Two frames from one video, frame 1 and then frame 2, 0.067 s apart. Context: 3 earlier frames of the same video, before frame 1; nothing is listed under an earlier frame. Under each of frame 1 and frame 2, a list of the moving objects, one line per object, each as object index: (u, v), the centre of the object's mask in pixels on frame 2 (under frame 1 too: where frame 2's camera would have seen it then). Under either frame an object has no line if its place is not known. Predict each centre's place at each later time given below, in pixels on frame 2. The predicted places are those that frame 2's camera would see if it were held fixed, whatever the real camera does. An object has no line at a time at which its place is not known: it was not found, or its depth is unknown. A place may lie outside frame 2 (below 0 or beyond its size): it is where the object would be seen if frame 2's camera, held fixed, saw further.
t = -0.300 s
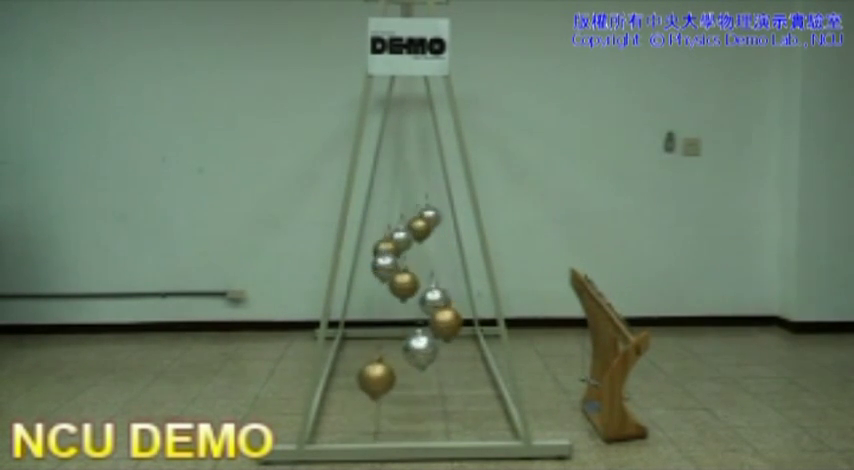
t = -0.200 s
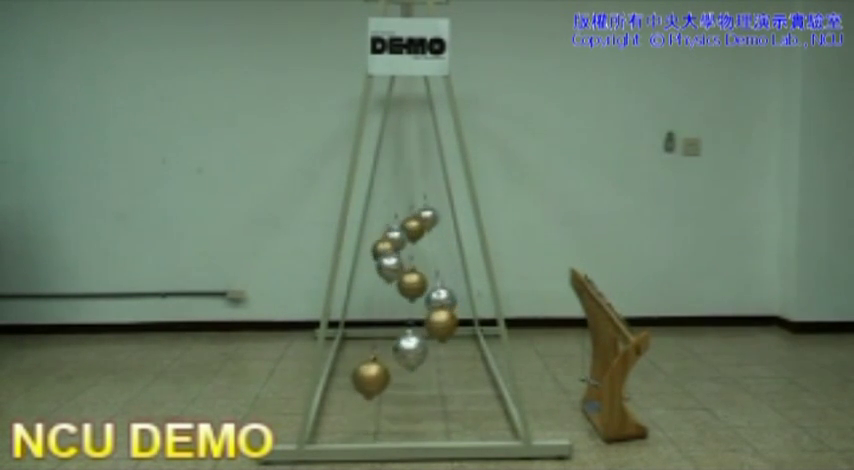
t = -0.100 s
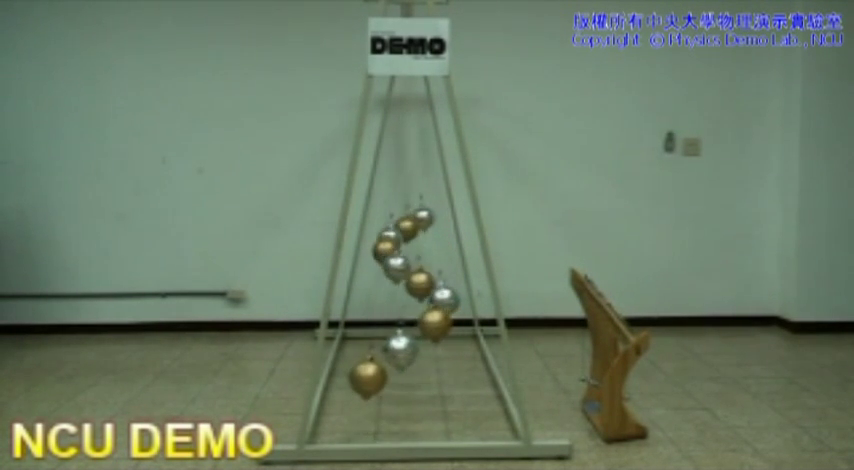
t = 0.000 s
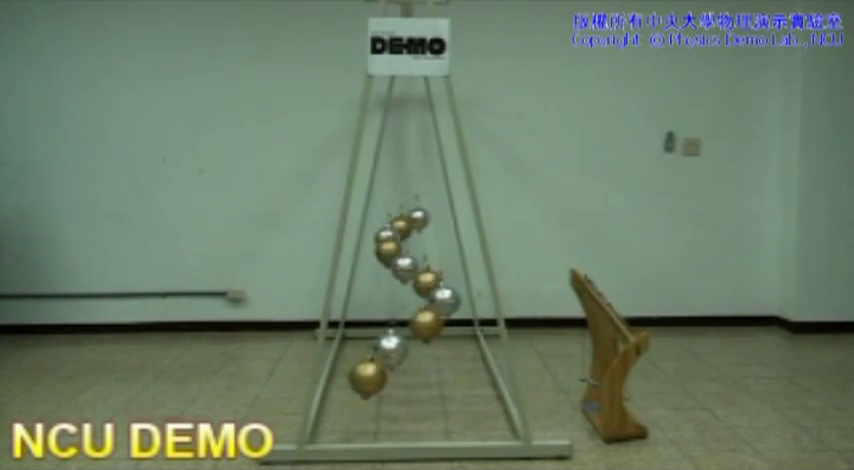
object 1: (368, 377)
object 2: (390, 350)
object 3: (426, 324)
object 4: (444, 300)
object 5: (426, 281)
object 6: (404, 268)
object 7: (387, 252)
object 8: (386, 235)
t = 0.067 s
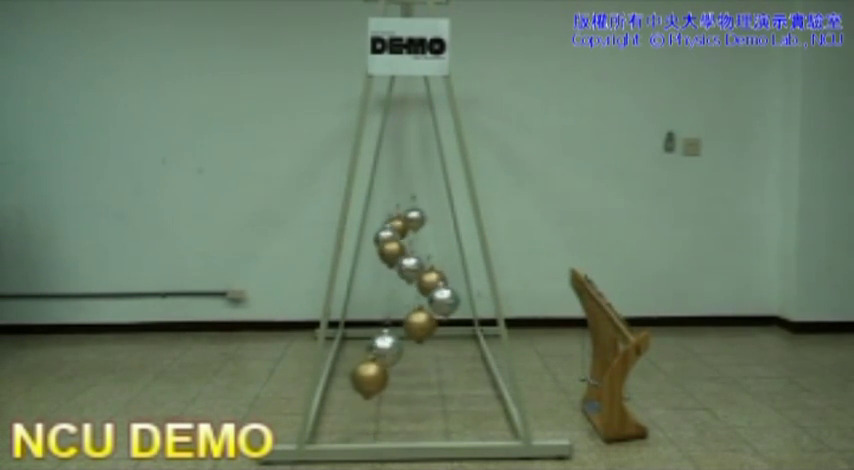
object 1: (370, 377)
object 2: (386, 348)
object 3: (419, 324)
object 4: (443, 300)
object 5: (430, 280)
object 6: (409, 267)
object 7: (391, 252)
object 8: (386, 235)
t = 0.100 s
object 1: (370, 377)
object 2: (384, 347)
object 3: (416, 324)
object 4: (442, 300)
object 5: (432, 280)
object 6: (412, 267)
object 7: (392, 252)
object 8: (385, 236)
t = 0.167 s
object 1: (373, 377)
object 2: (379, 347)
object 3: (410, 324)
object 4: (440, 300)
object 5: (436, 279)
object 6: (417, 266)
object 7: (397, 252)
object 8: (386, 236)
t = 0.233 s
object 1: (378, 378)
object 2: (375, 347)
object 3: (404, 324)
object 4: (436, 301)
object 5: (440, 278)
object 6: (422, 266)
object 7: (401, 252)
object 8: (387, 238)
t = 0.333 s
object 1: (386, 379)
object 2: (374, 348)
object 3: (395, 324)
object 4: (430, 301)
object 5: (443, 281)
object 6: (429, 265)
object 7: (409, 252)
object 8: (392, 239)
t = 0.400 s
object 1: (392, 378)
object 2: (373, 349)
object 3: (390, 322)
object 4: (425, 301)
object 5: (441, 282)
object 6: (433, 263)
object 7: (414, 252)
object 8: (396, 239)
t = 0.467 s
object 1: (399, 379)
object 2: (373, 348)
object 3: (386, 321)
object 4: (418, 302)
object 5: (439, 282)
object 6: (436, 262)
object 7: (418, 251)
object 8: (400, 239)
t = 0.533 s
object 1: (407, 379)
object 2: (375, 348)
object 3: (381, 320)
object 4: (412, 302)
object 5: (437, 283)
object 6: (438, 262)
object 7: (421, 250)
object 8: (405, 240)
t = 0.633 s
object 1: (418, 378)
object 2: (379, 348)
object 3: (376, 319)
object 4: (403, 302)
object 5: (431, 284)
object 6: (440, 263)
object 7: (427, 248)
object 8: (412, 238)
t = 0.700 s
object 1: (425, 378)
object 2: (384, 349)
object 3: (374, 320)
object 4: (398, 302)
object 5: (427, 283)
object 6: (439, 264)
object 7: (430, 247)
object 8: (416, 238)
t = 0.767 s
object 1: (432, 377)
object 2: (389, 349)
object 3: (374, 322)
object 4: (393, 301)
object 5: (422, 283)
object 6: (437, 265)
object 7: (434, 246)
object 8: (419, 237)
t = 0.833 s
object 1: (438, 378)
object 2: (394, 350)
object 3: (376, 322)
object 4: (389, 300)
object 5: (417, 283)
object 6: (434, 266)
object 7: (436, 247)
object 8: (423, 235)
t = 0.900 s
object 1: (443, 377)
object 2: (401, 350)
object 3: (377, 323)
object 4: (384, 299)
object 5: (411, 283)
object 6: (431, 266)
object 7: (436, 248)
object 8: (427, 235)
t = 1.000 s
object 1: (449, 376)
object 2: (411, 349)
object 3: (383, 323)
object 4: (378, 298)
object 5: (403, 283)
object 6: (424, 266)
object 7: (437, 248)
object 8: (432, 234)
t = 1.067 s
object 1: (452, 376)
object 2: (418, 349)
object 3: (388, 323)
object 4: (376, 299)
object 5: (398, 283)
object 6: (419, 266)
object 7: (434, 250)
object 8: (434, 234)
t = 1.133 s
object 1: (453, 376)
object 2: (424, 349)
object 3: (393, 323)
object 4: (377, 299)
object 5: (395, 282)
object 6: (413, 266)
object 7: (430, 251)
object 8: (435, 235)
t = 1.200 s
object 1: (454, 376)
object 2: (432, 349)
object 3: (398, 323)
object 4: (378, 300)
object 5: (391, 280)
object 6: (408, 267)
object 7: (426, 251)
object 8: (435, 236)
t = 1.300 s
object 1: (452, 377)
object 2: (438, 347)
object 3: (409, 324)
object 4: (381, 301)
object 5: (385, 279)
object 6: (400, 265)
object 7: (420, 251)
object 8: (432, 237)
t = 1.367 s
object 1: (449, 376)
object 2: (442, 346)
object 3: (415, 324)
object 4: (384, 301)
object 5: (382, 280)
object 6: (396, 265)
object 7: (414, 251)
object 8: (428, 238)
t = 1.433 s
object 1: (446, 377)
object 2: (446, 345)
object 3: (421, 324)
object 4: (388, 301)
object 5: (380, 280)
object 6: (392, 264)
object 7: (410, 251)
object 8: (425, 238)
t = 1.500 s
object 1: (441, 376)
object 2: (448, 346)
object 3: (427, 323)
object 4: (393, 301)
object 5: (379, 281)
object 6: (388, 262)
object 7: (405, 250)
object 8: (420, 238)
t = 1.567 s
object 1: (435, 377)
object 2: (449, 347)
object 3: (431, 322)
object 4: (399, 302)
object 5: (382, 282)
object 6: (385, 262)
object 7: (401, 249)
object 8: (416, 239)
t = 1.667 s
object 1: (425, 378)
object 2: (449, 347)
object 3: (438, 320)
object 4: (408, 302)
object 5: (386, 283)
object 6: (382, 262)
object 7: (395, 248)
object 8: (409, 238)
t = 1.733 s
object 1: (418, 378)
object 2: (447, 348)
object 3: (442, 319)
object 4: (414, 302)
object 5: (390, 284)
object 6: (381, 263)
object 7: (391, 248)
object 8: (405, 238)
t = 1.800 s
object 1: (411, 379)
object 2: (444, 348)
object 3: (445, 319)
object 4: (420, 301)
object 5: (393, 283)
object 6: (382, 264)
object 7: (388, 247)
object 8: (402, 237)
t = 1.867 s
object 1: (403, 379)
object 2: (440, 348)
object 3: (447, 319)
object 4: (424, 301)
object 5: (398, 283)
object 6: (384, 265)
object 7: (385, 247)
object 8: (397, 236)
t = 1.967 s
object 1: (393, 378)
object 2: (433, 349)
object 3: (447, 321)
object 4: (432, 299)
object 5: (406, 284)
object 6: (390, 266)
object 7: (384, 247)
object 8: (392, 235)
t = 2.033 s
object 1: (386, 378)
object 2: (426, 349)
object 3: (446, 322)
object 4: (437, 298)
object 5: (411, 283)
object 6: (394, 266)
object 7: (384, 248)
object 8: (389, 234)
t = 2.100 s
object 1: (381, 378)
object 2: (420, 349)
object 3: (443, 322)
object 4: (440, 297)
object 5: (417, 283)
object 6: (399, 266)
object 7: (386, 249)
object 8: (387, 235)
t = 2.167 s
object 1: (376, 378)
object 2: (413, 349)
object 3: (439, 323)
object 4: (443, 297)
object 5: (422, 283)
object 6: (403, 267)
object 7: (388, 249)
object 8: (386, 235)
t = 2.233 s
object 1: (372, 377)
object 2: (407, 349)
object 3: (435, 323)
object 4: (444, 298)
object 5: (425, 282)
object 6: (409, 266)
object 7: (392, 250)
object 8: (387, 236)
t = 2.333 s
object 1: (369, 377)
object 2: (397, 349)
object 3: (427, 323)
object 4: (443, 299)
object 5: (430, 279)
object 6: (416, 266)
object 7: (400, 251)
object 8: (387, 237)
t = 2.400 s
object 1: (368, 377)
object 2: (391, 349)
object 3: (420, 324)
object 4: (442, 301)
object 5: (435, 279)
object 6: (421, 265)
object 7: (404, 251)
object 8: (390, 238)
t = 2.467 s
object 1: (368, 377)
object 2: (386, 348)
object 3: (414, 324)
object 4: (439, 301)
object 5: (438, 279)
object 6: (425, 264)
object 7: (409, 251)
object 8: (394, 239)
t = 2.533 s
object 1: (370, 377)
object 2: (382, 347)
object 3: (408, 324)
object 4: (436, 302)
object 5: (440, 279)
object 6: (430, 264)
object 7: (414, 251)
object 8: (398, 238)
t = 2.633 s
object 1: (374, 377)
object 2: (376, 347)
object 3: (399, 324)
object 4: (428, 301)
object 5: (441, 280)
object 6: (434, 263)
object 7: (419, 250)
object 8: (405, 238)
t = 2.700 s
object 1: (379, 378)
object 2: (373, 347)
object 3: (393, 323)
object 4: (423, 301)
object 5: (440, 281)
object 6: (437, 262)
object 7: (423, 249)
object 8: (410, 238)
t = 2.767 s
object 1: (384, 378)
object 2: (373, 347)
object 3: (389, 322)
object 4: (417, 301)
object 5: (437, 282)
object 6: (439, 262)
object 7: (427, 248)
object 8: (414, 237)
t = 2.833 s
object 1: (390, 378)
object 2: (373, 348)
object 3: (385, 321)
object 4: (411, 302)
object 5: (433, 283)
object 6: (439, 262)
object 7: (430, 247)
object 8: (418, 237)
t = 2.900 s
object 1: (397, 378)
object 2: (374, 349)
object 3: (380, 320)
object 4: (405, 302)
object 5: (429, 283)
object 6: (439, 263)
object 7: (433, 246)
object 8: (422, 236)
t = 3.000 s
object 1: (408, 379)
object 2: (378, 349)
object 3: (375, 319)
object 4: (397, 302)
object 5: (422, 283)
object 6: (435, 264)
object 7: (435, 247)
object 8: (428, 234)
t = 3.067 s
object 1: (415, 378)
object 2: (382, 349)
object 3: (374, 320)
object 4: (392, 301)
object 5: (417, 283)
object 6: (432, 264)
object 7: (436, 247)
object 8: (430, 234)
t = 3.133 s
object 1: (422, 378)
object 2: (387, 350)
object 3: (374, 320)
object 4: (388, 299)
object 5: (412, 283)
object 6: (427, 265)
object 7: (435, 248)
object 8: (433, 233)
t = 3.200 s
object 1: (429, 378)
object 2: (392, 350)
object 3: (376, 322)
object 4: (383, 299)
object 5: (407, 284)
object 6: (423, 265)
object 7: (433, 248)
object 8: (434, 234)
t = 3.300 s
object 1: (438, 377)
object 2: (402, 350)
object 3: (380, 323)
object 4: (379, 298)
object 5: (399, 283)
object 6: (415, 266)
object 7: (428, 249)
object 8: (435, 235)
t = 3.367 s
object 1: (443, 377)
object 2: (408, 349)
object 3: (384, 323)
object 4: (377, 298)
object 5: (395, 282)
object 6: (409, 265)
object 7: (425, 249)
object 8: (433, 236)
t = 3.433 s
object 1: (447, 377)
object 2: (415, 349)
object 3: (389, 323)
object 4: (377, 299)
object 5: (391, 281)
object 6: (405, 265)
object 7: (421, 250)
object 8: (430, 237)
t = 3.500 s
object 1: (451, 377)
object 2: (421, 349)
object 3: (395, 323)
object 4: (378, 300)
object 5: (387, 280)
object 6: (400, 264)
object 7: (415, 251)
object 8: (427, 237)
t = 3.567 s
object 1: (453, 376)
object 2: (428, 349)
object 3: (401, 324)
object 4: (380, 301)
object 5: (385, 279)
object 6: (395, 264)
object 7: (411, 250)
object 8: (423, 237)
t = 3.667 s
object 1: (453, 377)
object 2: (436, 347)
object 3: (411, 324)
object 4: (384, 301)
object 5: (381, 280)
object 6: (389, 263)
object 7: (404, 249)
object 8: (416, 237)
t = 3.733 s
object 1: (452, 377)
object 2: (440, 347)
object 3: (417, 324)
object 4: (389, 302)
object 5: (381, 280)
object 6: (386, 263)
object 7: (399, 249)
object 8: (411, 237)
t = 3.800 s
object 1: (450, 377)
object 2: (444, 346)
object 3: (423, 323)
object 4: (394, 302)
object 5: (381, 281)
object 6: (383, 263)
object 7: (395, 249)
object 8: (407, 237)
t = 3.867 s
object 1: (447, 377)
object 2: (447, 346)
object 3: (428, 322)
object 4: (400, 302)
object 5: (384, 282)
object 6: (382, 263)
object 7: (392, 248)
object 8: (402, 236)
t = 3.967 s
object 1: (440, 378)
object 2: (449, 346)
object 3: (435, 320)
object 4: (409, 302)
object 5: (389, 283)
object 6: (382, 263)
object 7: (387, 247)
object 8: (396, 236)
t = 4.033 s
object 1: (434, 377)
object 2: (449, 347)
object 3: (439, 319)
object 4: (415, 302)
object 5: (394, 284)
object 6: (383, 264)
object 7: (386, 247)
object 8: (393, 235)
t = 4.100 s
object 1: (427, 378)
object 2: (447, 348)
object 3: (443, 319)
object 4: (421, 301)
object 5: (398, 284)
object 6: (386, 265)
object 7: (384, 247)
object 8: (390, 235)
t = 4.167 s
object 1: (421, 379)
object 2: (445, 348)
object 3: (445, 318)
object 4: (424, 300)
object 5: (403, 283)
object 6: (390, 265)
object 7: (385, 248)
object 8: (388, 234)
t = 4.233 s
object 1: (413, 378)
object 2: (442, 348)
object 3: (446, 319)
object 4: (431, 299)
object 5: (409, 283)
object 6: (395, 265)
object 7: (386, 248)
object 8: (386, 234)
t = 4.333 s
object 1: (403, 379)
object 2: (435, 349)
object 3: (446, 320)
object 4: (437, 298)
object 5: (417, 283)
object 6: (402, 266)
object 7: (391, 249)
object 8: (386, 235)
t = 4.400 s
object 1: (396, 379)
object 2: (429, 349)
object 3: (445, 320)
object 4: (440, 297)
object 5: (421, 282)
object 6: (407, 265)
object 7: (394, 249)
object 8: (388, 236)
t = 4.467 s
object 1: (389, 378)
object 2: (423, 350)
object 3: (441, 322)
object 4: (442, 297)
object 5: (425, 281)
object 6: (412, 265)
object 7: (399, 249)
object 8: (389, 237)
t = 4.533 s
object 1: (383, 378)
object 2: (417, 349)
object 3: (437, 323)
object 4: (444, 297)
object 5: (429, 280)
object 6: (417, 265)
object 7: (404, 249)
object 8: (392, 237)
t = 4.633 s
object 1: (376, 378)
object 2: (407, 349)
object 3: (430, 322)
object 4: (443, 297)
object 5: (435, 279)
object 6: (423, 264)
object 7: (411, 249)
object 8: (399, 237)
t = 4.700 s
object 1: (372, 377)
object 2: (401, 349)
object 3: (424, 323)
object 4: (442, 300)
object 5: (438, 279)
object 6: (428, 263)
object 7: (416, 250)
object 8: (404, 236)
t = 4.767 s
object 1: (370, 377)
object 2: (395, 349)
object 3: (418, 324)
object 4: (438, 301)
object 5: (439, 279)
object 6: (432, 263)
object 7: (420, 249)
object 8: (408, 236)
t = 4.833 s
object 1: (369, 377)
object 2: (389, 348)
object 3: (412, 324)
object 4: (435, 301)
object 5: (440, 279)
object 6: (434, 262)
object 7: (424, 249)
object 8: (413, 236)
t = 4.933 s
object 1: (369, 377)
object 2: (382, 347)
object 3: (403, 324)
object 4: (427, 302)
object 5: (440, 280)
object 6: (437, 261)
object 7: (429, 248)
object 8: (420, 236)
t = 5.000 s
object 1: (371, 377)
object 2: (379, 346)
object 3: (397, 323)
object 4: (422, 302)
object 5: (436, 281)
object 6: (438, 262)
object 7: (431, 247)
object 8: (423, 235)
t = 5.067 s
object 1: (373, 378)
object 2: (375, 347)
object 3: (392, 322)
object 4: (416, 302)
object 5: (433, 283)
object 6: (438, 263)
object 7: (433, 246)
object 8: (427, 235)
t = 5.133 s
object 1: (377, 378)
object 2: (374, 347)
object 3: (387, 321)
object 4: (410, 302)
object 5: (429, 283)
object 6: (437, 263)
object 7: (434, 246)
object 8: (429, 234)
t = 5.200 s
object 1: (382, 379)
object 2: (373, 348)
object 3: (383, 321)
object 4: (404, 302)
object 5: (424, 283)
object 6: (435, 263)
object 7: (435, 247)
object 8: (432, 234)
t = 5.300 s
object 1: (391, 378)
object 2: (375, 348)
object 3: (378, 320)
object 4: (396, 301)
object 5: (417, 283)
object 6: (428, 264)
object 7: (434, 247)
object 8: (435, 234)
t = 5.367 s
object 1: (398, 379)
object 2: (378, 349)
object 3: (375, 320)
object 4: (391, 301)
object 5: (412, 283)
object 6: (423, 264)
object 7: (432, 248)
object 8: (434, 234)
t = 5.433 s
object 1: (405, 379)
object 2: (382, 350)
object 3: (375, 320)
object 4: (387, 300)
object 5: (407, 283)
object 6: (418, 264)
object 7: (428, 248)
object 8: (433, 235)
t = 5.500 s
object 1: (412, 379)
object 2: (385, 350)
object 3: (376, 320)
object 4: (383, 299)
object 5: (402, 283)
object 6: (413, 265)
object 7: (424, 248)
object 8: (431, 236)
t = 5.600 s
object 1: (423, 378)
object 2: (393, 350)
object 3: (378, 321)
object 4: (379, 298)
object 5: (395, 282)
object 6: (406, 264)
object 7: (418, 248)
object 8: (426, 237)
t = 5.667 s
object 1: (429, 378)
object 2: (399, 350)
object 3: (382, 322)
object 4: (378, 298)
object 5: (391, 281)
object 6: (401, 264)
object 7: (413, 249)
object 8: (421, 237)
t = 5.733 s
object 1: (436, 378)
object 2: (405, 350)
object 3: (387, 323)
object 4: (377, 299)
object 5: (388, 280)
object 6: (396, 264)
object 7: (409, 249)
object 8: (416, 237)
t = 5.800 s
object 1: (441, 377)
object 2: (412, 350)
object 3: (392, 324)
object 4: (378, 300)
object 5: (385, 280)
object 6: (391, 263)
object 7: (404, 249)
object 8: (412, 237)
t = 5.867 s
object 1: (446, 377)
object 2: (418, 349)
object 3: (398, 323)
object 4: (381, 300)
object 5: (383, 280)
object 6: (388, 262)
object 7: (400, 249)
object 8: (408, 236)
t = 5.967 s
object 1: (451, 377)
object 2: (428, 349)
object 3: (407, 324)
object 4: (387, 302)
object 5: (382, 280)
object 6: (384, 261)
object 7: (394, 248)
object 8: (401, 236)
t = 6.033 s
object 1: (451, 376)
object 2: (433, 348)
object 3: (413, 323)
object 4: (390, 302)
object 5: (383, 281)
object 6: (383, 262)
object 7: (391, 247)
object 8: (397, 235)
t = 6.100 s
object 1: (452, 376)
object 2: (438, 347)
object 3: (419, 322)
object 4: (396, 302)
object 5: (384, 281)
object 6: (382, 262)
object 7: (389, 246)
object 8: (393, 235)
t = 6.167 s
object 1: (452, 376)
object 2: (442, 346)
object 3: (424, 322)
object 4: (401, 302)
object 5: (387, 281)
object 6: (383, 262)
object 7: (387, 246)
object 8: (391, 235)
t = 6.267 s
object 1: (449, 376)
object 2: (446, 345)
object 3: (431, 320)
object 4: (410, 301)
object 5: (393, 282)
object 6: (386, 263)
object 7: (386, 247)
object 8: (388, 235)
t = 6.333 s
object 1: (446, 376)
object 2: (448, 345)
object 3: (436, 320)
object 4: (416, 301)
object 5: (398, 282)
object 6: (388, 263)
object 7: (386, 247)
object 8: (387, 235)
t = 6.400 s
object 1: (441, 377)
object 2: (449, 345)
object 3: (440, 319)
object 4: (420, 301)
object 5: (403, 283)
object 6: (393, 264)
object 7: (388, 247)
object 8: (387, 235)
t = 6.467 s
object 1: (436, 377)
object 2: (448, 346)
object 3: (443, 318)
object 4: (426, 300)
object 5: (409, 282)
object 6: (398, 264)
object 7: (391, 248)
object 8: (388, 235)
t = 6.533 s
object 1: (430, 377)
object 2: (446, 347)
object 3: (445, 319)
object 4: (430, 299)
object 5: (414, 282)
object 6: (403, 265)
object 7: (395, 248)
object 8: (389, 236)
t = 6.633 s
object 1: (420, 378)
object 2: (441, 348)
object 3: (446, 319)
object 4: (436, 298)
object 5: (421, 282)
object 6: (411, 264)
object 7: (401, 248)
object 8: (394, 236)
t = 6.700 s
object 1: (412, 378)
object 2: (437, 349)
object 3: (445, 319)
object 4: (440, 297)
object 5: (424, 282)
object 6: (416, 264)
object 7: (406, 248)
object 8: (398, 237)
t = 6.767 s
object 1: (406, 378)
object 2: (431, 349)
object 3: (443, 320)
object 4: (442, 297)
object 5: (428, 281)
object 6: (420, 264)
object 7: (410, 249)
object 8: (403, 237)
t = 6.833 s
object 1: (399, 378)
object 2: (425, 350)
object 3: (440, 321)
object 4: (443, 297)
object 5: (432, 280)
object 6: (425, 263)
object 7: (415, 248)
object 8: (407, 237)
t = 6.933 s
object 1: (389, 378)
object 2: (416, 350)
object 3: (433, 322)
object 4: (443, 298)
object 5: (437, 279)
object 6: (431, 263)
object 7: (421, 248)
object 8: (413, 236)
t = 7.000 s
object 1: (383, 378)
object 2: (409, 350)
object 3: (428, 323)
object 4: (441, 298)
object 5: (439, 279)
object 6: (434, 262)
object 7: (425, 247)
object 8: (417, 236)
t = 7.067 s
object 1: (378, 378)
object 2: (403, 350)
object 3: (421, 323)
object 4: (438, 300)
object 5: (439, 279)
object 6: (436, 262)
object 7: (428, 247)
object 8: (421, 236)
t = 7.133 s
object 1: (374, 378)
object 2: (397, 350)
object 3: (416, 323)
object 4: (434, 301)
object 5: (439, 280)
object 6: (437, 261)
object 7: (431, 246)
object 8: (425, 235)
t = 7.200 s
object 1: (371, 377)
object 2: (391, 349)
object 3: (410, 323)
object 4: (429, 301)
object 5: (438, 280)
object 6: (437, 261)
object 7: (432, 246)
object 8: (429, 235)
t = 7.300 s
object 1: (369, 377)
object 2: (384, 347)
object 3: (401, 322)
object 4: (420, 302)
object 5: (434, 281)
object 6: (436, 262)
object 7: (434, 247)
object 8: (433, 235)
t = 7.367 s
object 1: (369, 377)
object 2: (381, 347)
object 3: (395, 322)
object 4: (415, 302)
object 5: (430, 282)
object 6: (434, 262)
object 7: (433, 247)
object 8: (434, 234)
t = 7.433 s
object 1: (370, 377)
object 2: (377, 347)
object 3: (390, 321)
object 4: (409, 302)
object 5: (425, 282)
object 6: (430, 263)
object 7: (432, 247)
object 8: (434, 235)
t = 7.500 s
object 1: (373, 377)
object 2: (375, 346)
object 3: (386, 321)
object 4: (404, 301)
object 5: (420, 282)
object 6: (426, 263)
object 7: (430, 248)
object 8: (433, 235)
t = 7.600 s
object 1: (378, 378)
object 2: (373, 347)
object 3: (380, 320)
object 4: (396, 300)
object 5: (412, 283)
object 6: (419, 264)
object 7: (425, 248)
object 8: (430, 235)
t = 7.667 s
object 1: (383, 379)
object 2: (374, 347)
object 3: (378, 320)
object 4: (391, 300)
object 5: (407, 282)
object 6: (414, 264)
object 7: (421, 248)
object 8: (427, 236)
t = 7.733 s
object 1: (389, 379)
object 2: (376, 348)
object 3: (376, 320)
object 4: (387, 299)
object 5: (402, 282)
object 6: (409, 264)
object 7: (417, 248)
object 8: (422, 236)
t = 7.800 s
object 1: (395, 378)
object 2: (379, 348)
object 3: (376, 319)
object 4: (383, 298)
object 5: (398, 282)
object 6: (404, 263)
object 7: (413, 249)
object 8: (418, 236)
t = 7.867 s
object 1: (402, 379)
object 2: (384, 350)
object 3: (376, 320)
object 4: (381, 298)
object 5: (393, 282)
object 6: (399, 263)
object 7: (408, 249)
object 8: (414, 236)
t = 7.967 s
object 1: (413, 378)
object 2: (391, 349)
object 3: (379, 320)
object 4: (379, 298)
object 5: (388, 281)
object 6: (392, 262)
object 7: (401, 248)
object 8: (407, 236)
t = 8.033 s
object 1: (420, 378)
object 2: (396, 350)
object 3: (383, 321)
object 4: (378, 298)
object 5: (386, 281)
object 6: (388, 263)
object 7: (397, 248)
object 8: (403, 236)
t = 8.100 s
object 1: (427, 378)
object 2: (403, 350)
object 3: (388, 321)
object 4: (379, 299)
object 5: (384, 280)
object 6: (386, 262)
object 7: (393, 247)
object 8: (398, 235)
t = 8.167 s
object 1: (434, 378)
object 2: (410, 350)
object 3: (393, 322)
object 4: (382, 299)
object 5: (383, 279)
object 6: (384, 262)
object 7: (391, 247)
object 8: (395, 235)
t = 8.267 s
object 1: (441, 377)
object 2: (419, 349)
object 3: (402, 322)
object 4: (387, 300)
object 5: (383, 280)
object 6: (383, 262)
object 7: (388, 247)
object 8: (390, 234)
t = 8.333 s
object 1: (445, 377)
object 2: (425, 348)
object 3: (408, 322)
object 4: (392, 301)
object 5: (385, 281)
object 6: (383, 262)
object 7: (388, 247)
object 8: (388, 234)
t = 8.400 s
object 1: (449, 377)
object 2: (430, 348)
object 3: (414, 322)
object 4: (397, 301)
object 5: (388, 281)
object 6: (385, 263)
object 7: (387, 247)
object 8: (387, 235)
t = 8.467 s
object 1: (451, 376)
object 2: (435, 347)
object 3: (420, 321)
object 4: (403, 301)
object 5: (391, 281)
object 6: (387, 263)
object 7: (387, 247)
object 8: (388, 235)
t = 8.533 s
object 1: (452, 377)
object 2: (440, 347)
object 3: (426, 321)
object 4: (410, 301)
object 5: (395, 281)
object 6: (390, 263)
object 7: (389, 247)
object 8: (388, 235)
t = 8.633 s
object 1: (451, 376)
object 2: (444, 346)
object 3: (433, 320)
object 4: (417, 301)
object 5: (403, 282)
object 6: (396, 264)
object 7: (394, 247)
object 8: (391, 236)
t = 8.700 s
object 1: (450, 376)
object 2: (447, 346)
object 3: (438, 320)
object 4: (422, 300)
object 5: (408, 282)
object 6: (401, 264)
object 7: (397, 248)
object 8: (394, 236)
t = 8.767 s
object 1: (446, 377)
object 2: (448, 345)
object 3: (441, 319)
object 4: (427, 300)
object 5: (413, 282)
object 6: (406, 264)
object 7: (402, 248)
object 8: (398, 236)
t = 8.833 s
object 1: (443, 377)
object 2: (448, 346)
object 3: (444, 320)
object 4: (432, 299)
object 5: (418, 282)
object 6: (411, 264)
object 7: (406, 248)
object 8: (402, 236)
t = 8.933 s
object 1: (435, 377)
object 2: (446, 346)
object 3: (446, 319)
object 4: (437, 298)
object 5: (424, 281)
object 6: (419, 264)
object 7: (413, 248)
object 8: (409, 236)
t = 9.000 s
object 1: (429, 377)
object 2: (443, 347)
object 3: (446, 319)
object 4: (440, 297)
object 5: (428, 280)
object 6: (424, 263)
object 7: (417, 248)
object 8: (413, 236)
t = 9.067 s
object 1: (423, 377)
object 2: (439, 347)
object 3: (444, 320)
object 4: (442, 298)
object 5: (432, 280)
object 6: (428, 263)
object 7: (421, 247)
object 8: (417, 235)
